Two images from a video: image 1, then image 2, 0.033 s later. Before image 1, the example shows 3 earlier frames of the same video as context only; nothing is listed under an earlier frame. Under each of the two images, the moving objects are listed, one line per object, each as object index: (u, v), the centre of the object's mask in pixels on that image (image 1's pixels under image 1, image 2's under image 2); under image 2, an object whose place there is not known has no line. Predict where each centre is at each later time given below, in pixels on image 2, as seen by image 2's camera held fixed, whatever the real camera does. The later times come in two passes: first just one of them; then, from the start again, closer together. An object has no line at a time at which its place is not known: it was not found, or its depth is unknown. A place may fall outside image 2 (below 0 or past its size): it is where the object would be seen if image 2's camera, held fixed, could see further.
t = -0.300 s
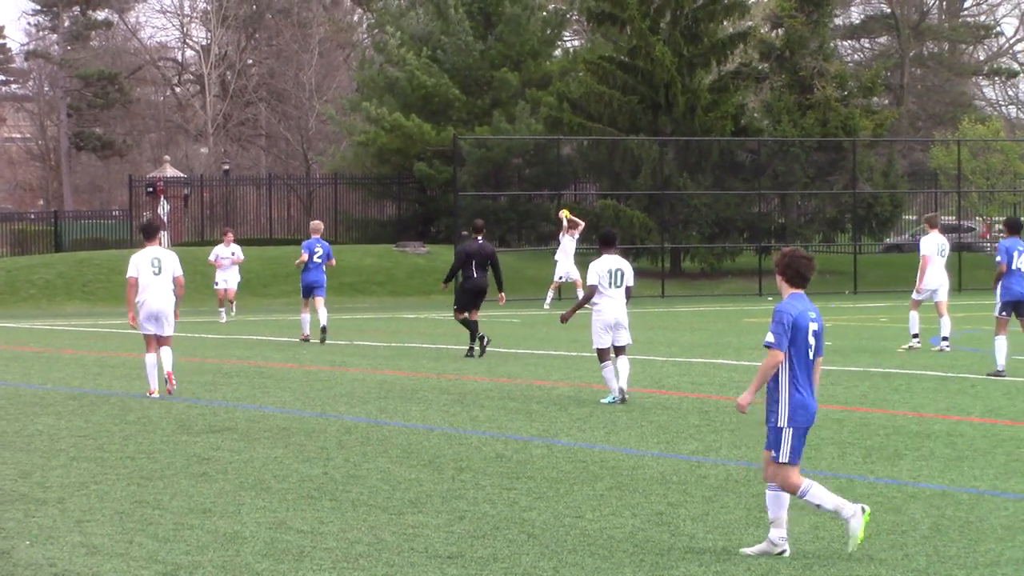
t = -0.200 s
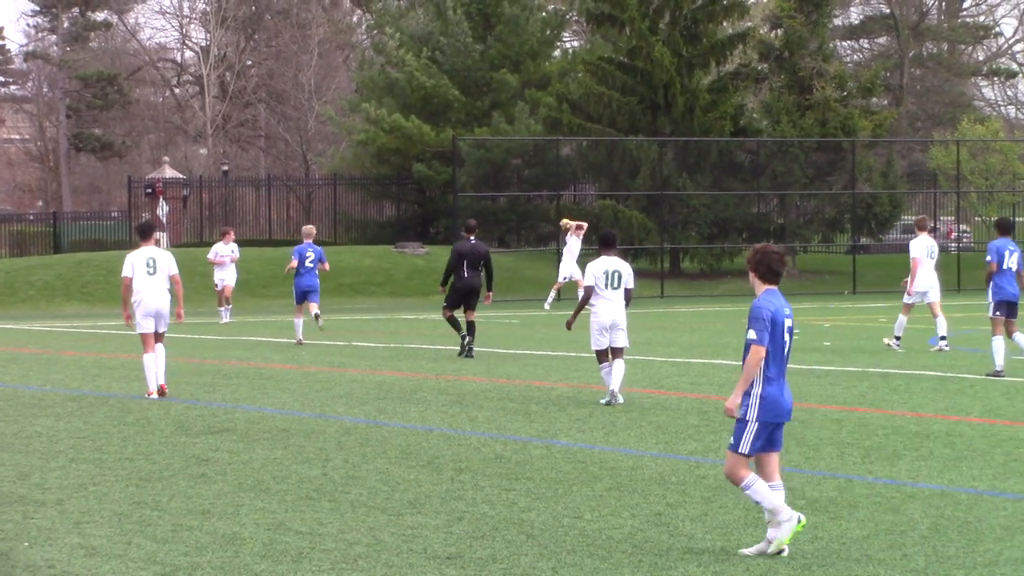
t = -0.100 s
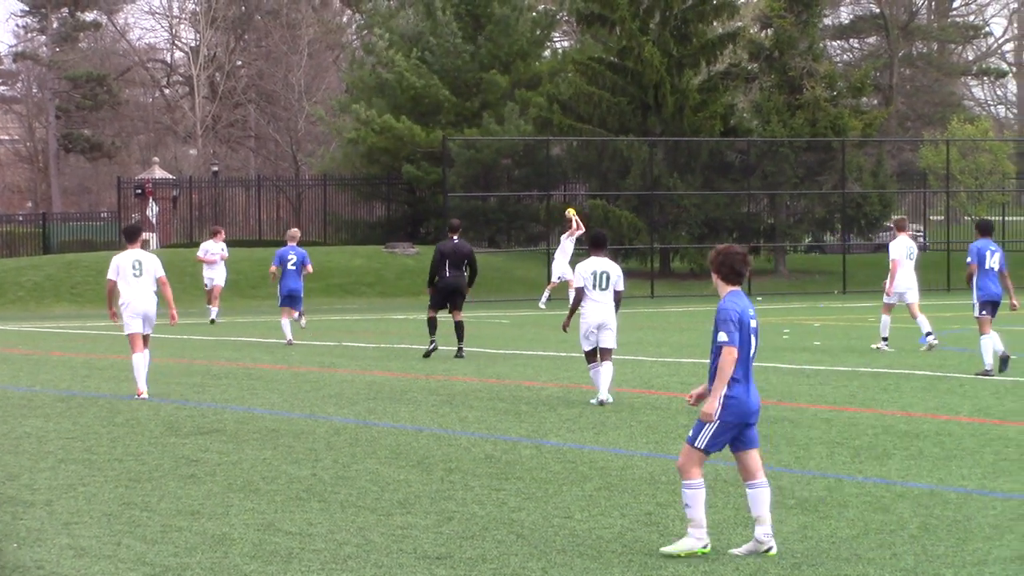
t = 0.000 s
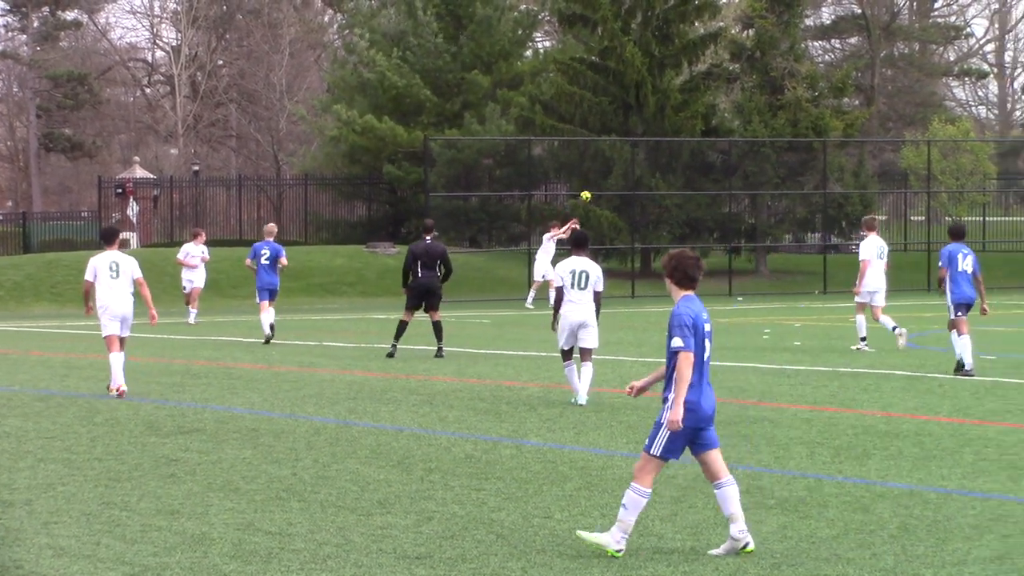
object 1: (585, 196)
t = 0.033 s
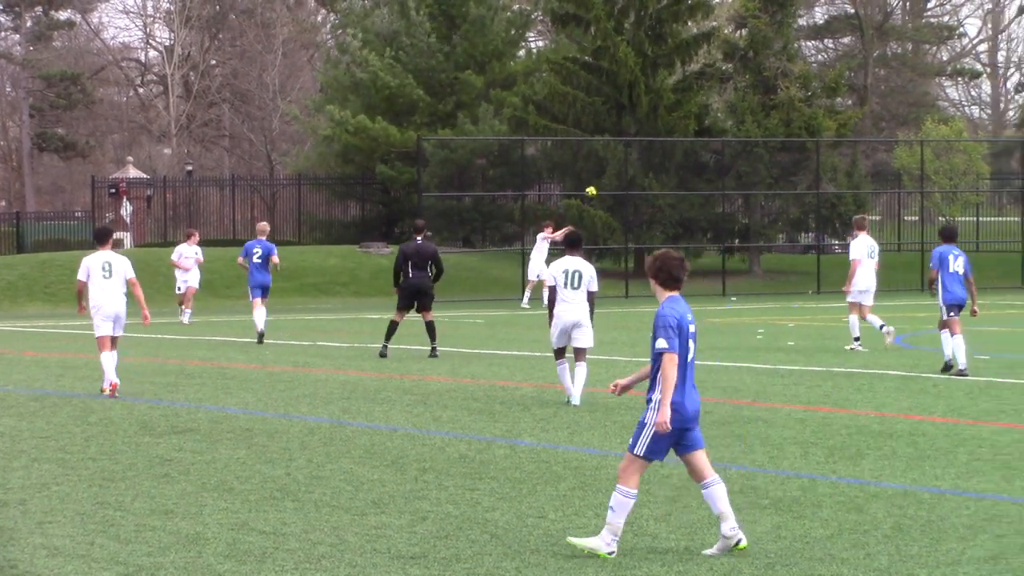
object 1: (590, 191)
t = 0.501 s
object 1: (757, 182)
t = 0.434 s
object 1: (733, 176)
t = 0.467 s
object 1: (744, 180)
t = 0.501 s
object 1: (757, 182)
